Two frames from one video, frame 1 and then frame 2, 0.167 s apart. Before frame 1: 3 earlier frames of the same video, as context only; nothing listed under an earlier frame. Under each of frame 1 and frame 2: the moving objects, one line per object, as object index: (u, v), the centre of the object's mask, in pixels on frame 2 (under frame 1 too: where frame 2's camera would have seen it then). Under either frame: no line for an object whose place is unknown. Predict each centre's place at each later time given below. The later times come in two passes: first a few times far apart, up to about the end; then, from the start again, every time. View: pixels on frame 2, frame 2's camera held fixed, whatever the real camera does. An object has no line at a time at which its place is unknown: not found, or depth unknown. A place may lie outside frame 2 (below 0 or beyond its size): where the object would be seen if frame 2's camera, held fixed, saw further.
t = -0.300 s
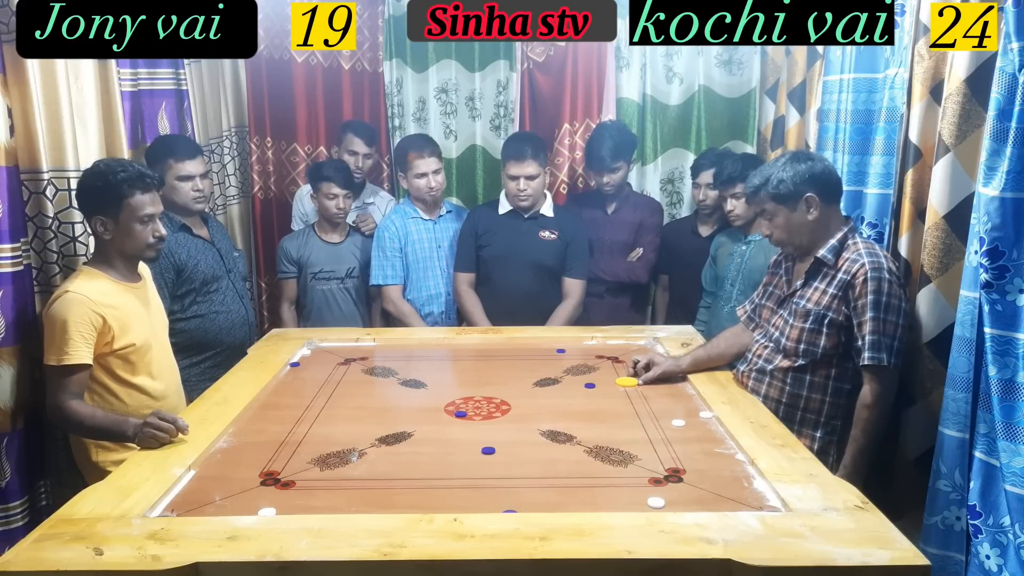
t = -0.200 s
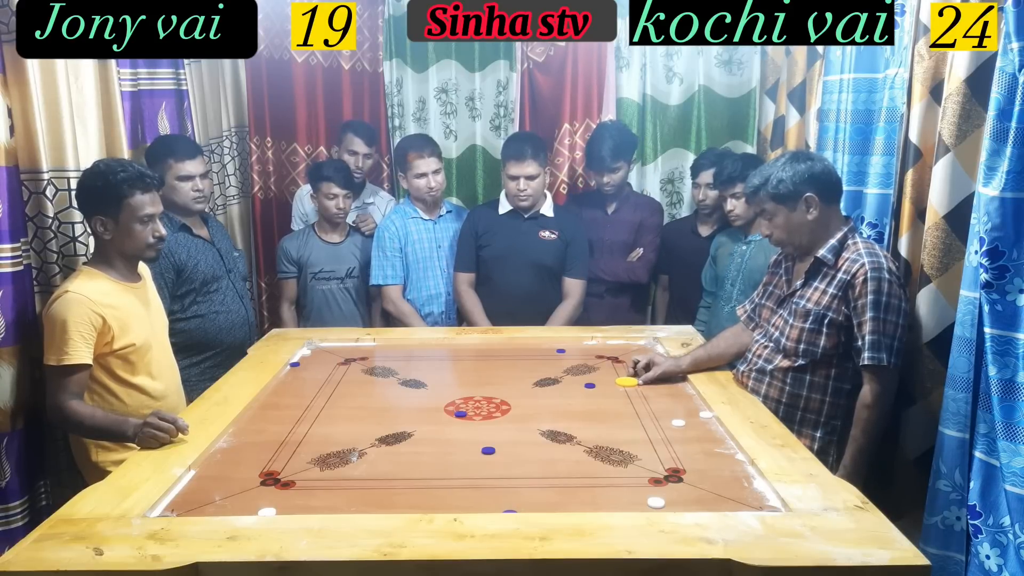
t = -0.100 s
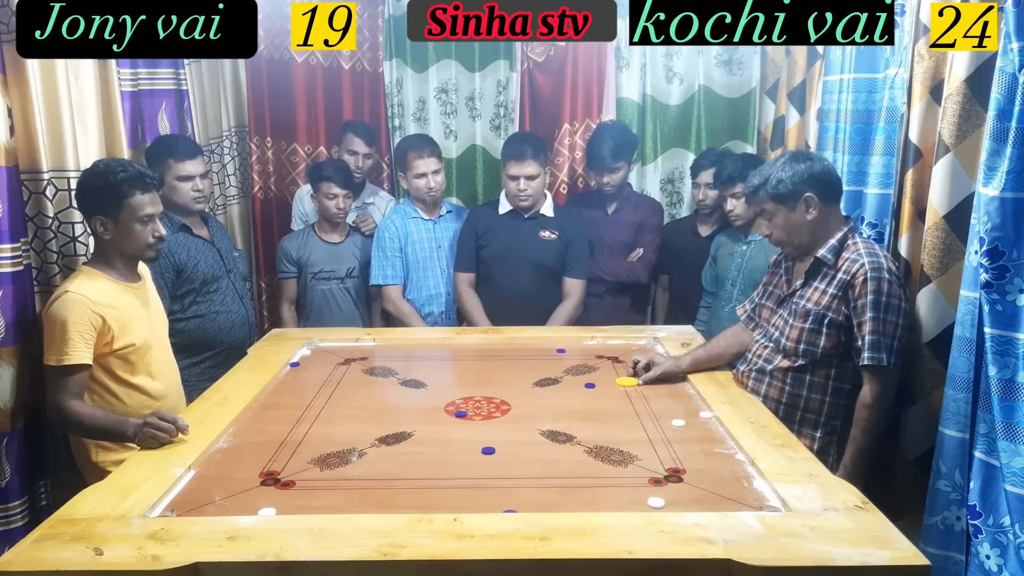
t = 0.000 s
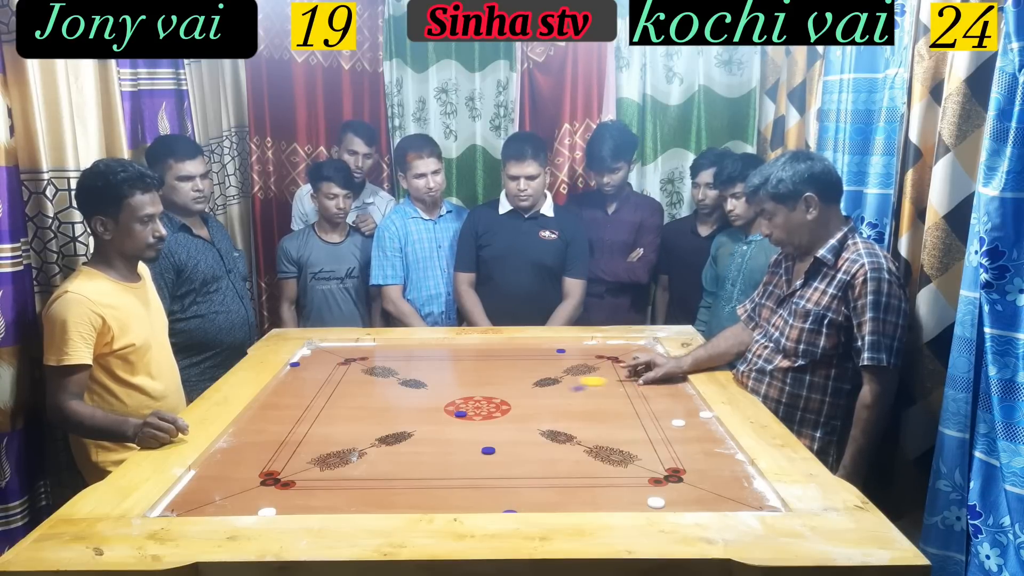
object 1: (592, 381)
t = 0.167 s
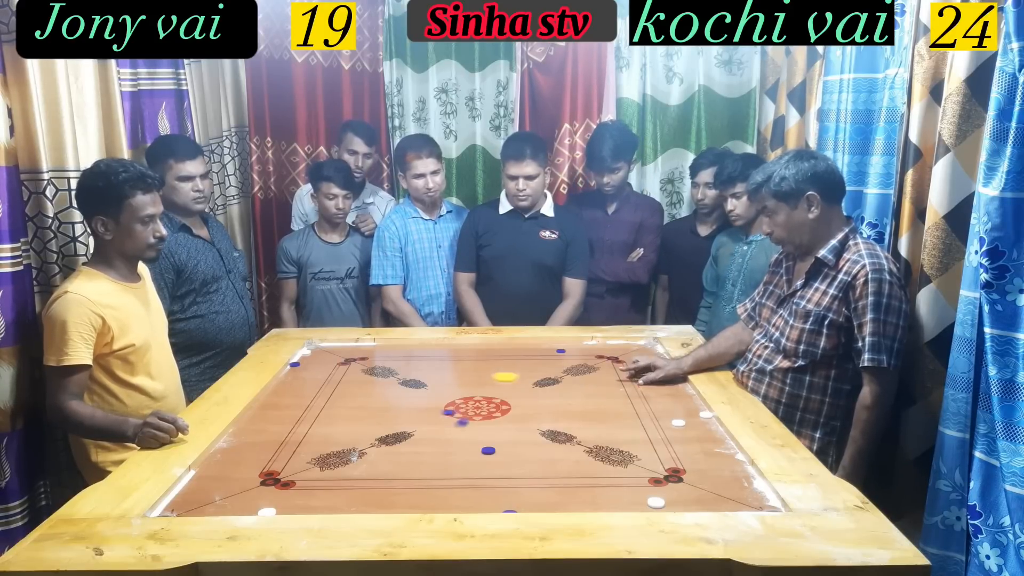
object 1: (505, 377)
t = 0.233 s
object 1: (474, 375)
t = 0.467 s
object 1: (377, 371)
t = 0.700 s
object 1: (298, 368)
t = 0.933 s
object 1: (331, 368)
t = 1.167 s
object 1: (352, 368)
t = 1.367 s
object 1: (360, 369)
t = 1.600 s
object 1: (359, 369)
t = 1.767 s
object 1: (360, 369)
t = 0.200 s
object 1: (489, 376)
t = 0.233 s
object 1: (474, 375)
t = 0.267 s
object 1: (459, 374)
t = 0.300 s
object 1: (444, 374)
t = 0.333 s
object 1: (429, 374)
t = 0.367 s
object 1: (415, 373)
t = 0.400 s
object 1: (402, 373)
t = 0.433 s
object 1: (388, 372)
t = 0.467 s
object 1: (377, 371)
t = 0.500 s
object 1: (364, 371)
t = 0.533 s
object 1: (353, 370)
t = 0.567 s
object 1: (340, 369)
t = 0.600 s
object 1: (328, 369)
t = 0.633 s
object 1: (318, 368)
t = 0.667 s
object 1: (307, 368)
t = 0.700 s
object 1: (298, 368)
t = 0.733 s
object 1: (301, 368)
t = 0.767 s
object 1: (307, 368)
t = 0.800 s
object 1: (313, 368)
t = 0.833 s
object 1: (318, 368)
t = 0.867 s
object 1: (323, 368)
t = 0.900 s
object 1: (327, 368)
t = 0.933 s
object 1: (331, 368)
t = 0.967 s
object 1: (335, 368)
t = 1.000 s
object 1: (338, 368)
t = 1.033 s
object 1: (342, 368)
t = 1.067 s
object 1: (345, 368)
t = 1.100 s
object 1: (347, 368)
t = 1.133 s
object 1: (350, 369)
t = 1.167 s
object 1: (352, 368)
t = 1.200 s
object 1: (354, 369)
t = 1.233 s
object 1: (356, 369)
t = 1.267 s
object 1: (357, 369)
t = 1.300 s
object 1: (358, 369)
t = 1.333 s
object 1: (359, 369)
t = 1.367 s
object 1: (360, 369)
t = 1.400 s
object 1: (359, 369)
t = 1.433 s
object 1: (359, 369)
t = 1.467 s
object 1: (359, 369)
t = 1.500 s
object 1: (359, 369)
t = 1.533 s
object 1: (359, 369)
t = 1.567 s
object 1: (359, 369)
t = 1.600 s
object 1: (359, 369)
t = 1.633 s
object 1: (359, 369)
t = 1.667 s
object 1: (359, 369)
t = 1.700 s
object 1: (359, 369)
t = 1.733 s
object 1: (360, 369)
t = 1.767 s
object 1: (360, 369)
